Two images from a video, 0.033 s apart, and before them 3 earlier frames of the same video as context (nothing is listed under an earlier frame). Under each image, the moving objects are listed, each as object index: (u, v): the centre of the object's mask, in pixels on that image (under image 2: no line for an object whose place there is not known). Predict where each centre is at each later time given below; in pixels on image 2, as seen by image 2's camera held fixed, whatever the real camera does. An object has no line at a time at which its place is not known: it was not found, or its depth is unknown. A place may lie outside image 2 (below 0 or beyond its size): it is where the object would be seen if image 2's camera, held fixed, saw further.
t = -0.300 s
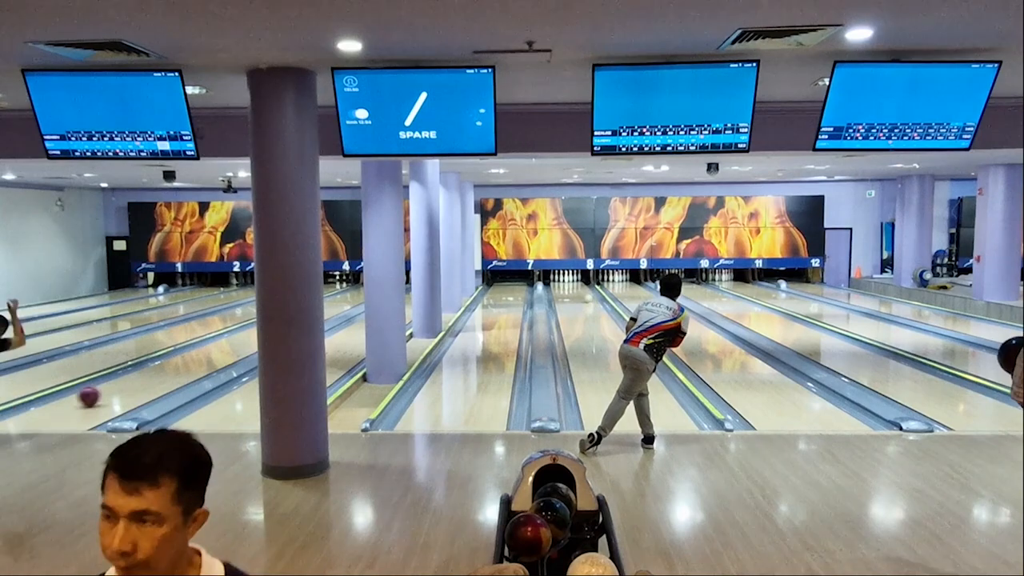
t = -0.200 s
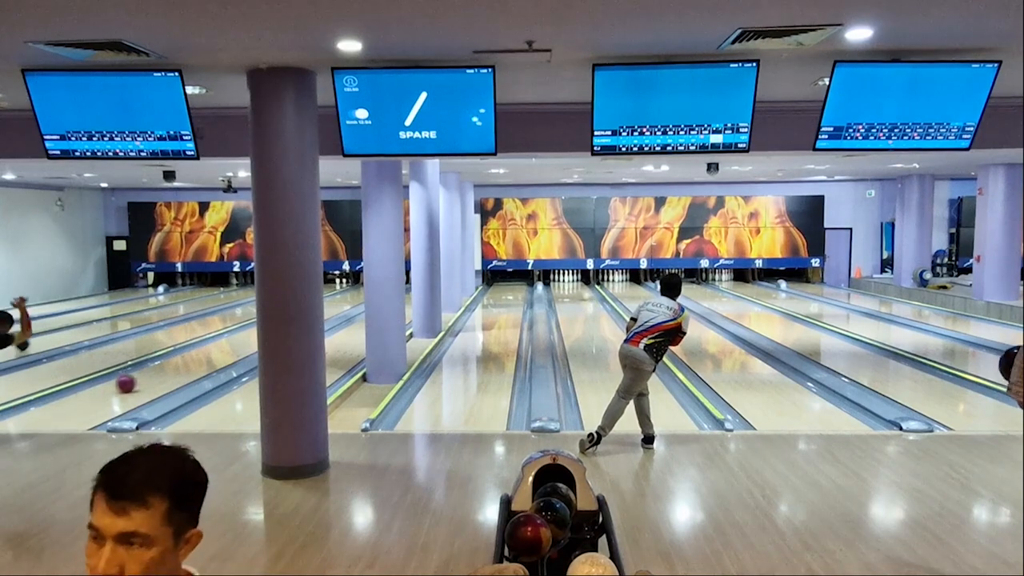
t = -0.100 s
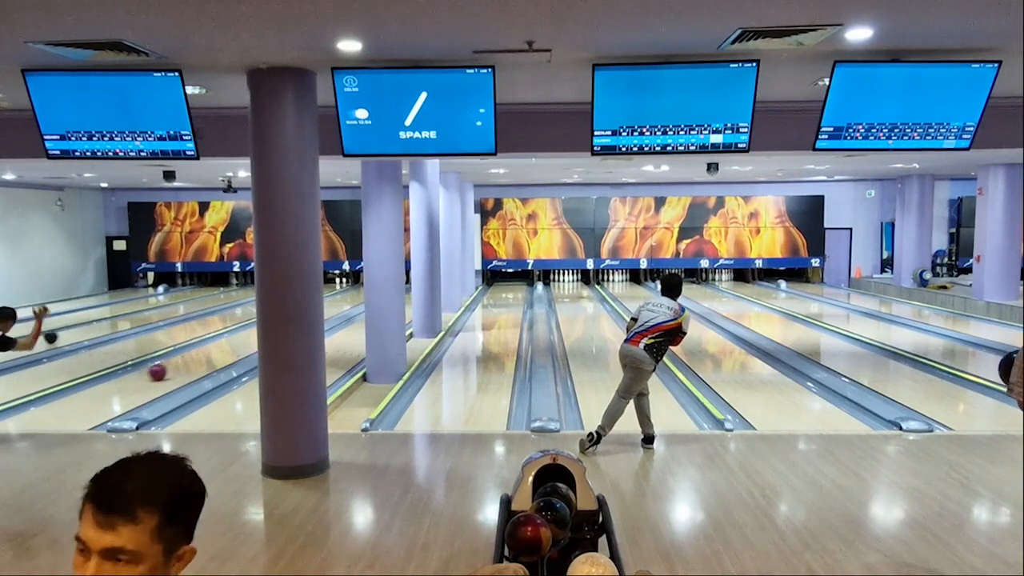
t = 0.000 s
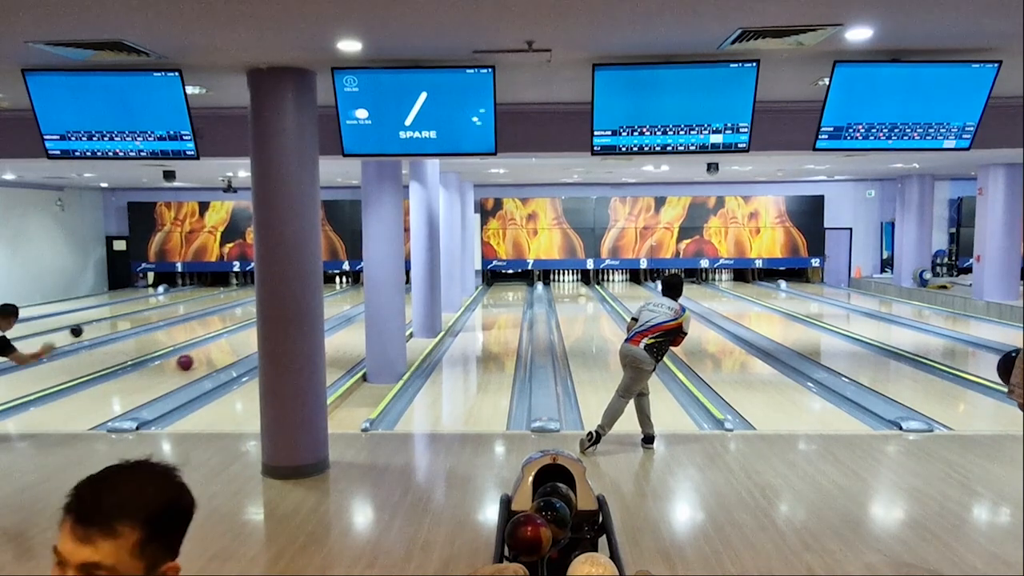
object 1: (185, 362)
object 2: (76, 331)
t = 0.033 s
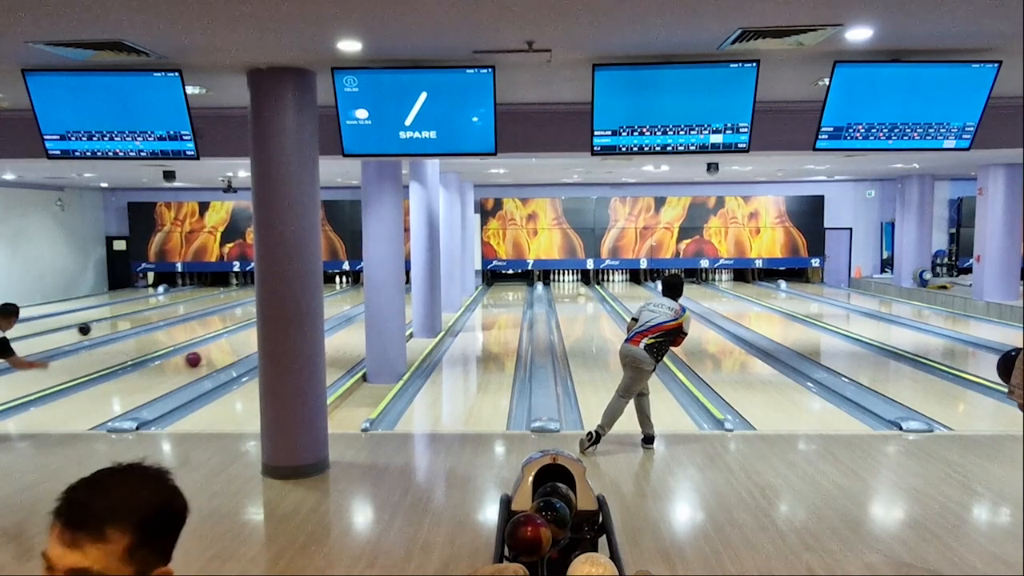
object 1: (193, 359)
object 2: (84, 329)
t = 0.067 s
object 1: (201, 356)
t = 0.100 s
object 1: (209, 353)
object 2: (99, 326)
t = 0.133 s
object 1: (216, 351)
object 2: (106, 324)
